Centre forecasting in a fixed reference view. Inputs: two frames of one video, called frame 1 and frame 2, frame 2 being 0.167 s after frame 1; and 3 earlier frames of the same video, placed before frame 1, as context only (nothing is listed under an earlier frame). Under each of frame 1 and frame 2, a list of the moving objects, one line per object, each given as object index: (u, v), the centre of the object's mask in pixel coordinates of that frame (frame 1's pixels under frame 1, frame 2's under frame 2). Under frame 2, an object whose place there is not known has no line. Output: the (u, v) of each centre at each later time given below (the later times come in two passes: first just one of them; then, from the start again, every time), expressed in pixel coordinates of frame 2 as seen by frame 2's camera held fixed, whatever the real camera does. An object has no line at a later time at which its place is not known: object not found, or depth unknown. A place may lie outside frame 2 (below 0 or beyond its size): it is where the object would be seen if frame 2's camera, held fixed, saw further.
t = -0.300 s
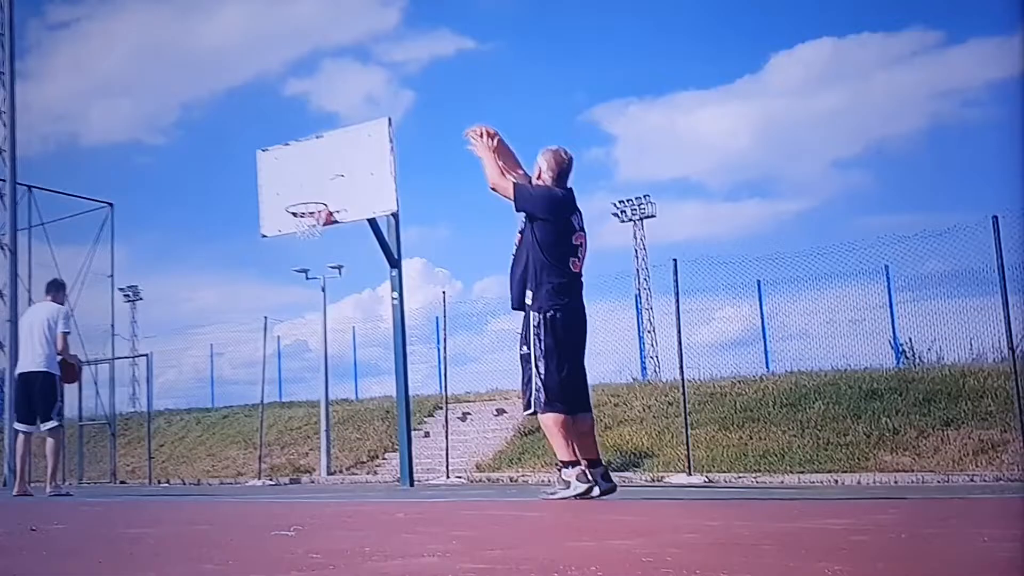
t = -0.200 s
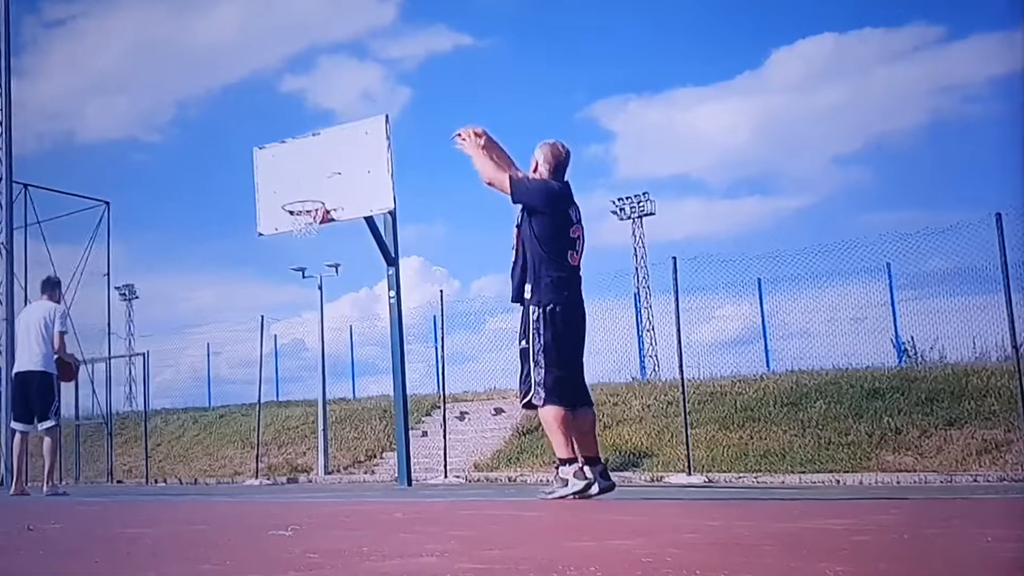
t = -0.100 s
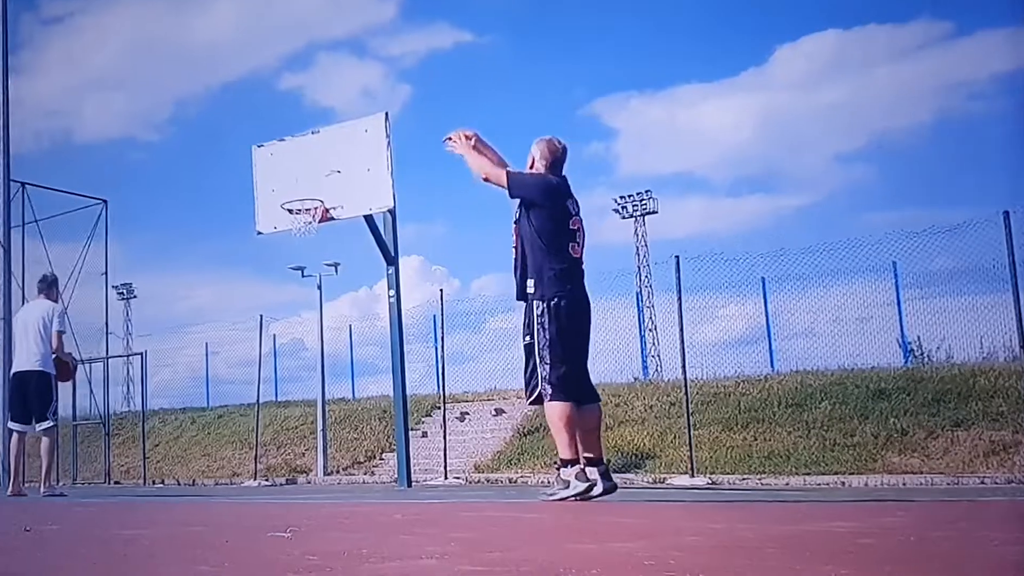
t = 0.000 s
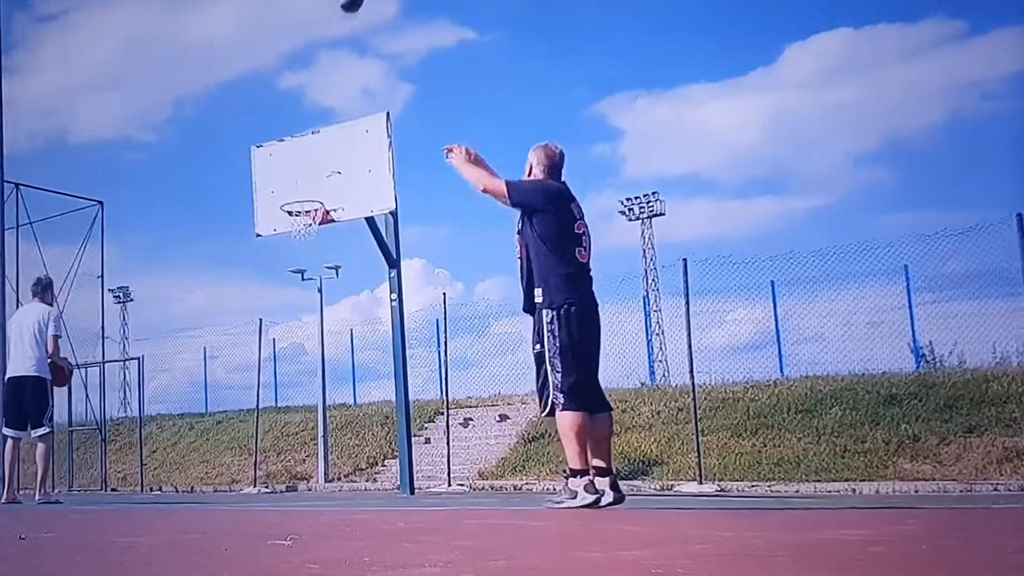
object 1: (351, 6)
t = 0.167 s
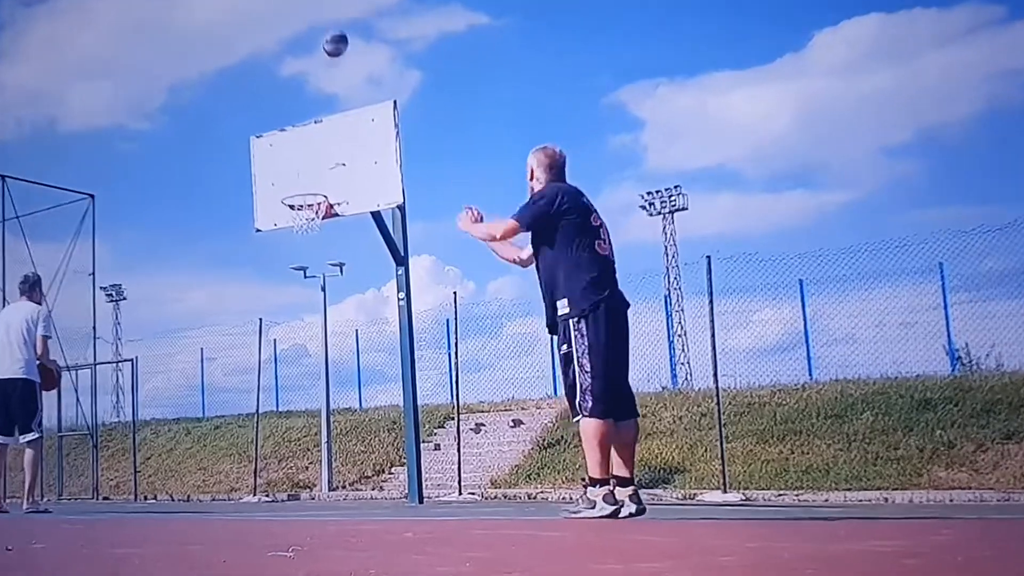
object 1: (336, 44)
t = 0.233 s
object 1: (329, 75)
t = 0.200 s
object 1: (332, 58)
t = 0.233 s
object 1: (329, 75)
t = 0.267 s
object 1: (324, 92)
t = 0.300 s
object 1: (321, 108)
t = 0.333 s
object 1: (318, 125)
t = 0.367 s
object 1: (315, 144)
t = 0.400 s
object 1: (312, 162)
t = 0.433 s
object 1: (309, 182)
